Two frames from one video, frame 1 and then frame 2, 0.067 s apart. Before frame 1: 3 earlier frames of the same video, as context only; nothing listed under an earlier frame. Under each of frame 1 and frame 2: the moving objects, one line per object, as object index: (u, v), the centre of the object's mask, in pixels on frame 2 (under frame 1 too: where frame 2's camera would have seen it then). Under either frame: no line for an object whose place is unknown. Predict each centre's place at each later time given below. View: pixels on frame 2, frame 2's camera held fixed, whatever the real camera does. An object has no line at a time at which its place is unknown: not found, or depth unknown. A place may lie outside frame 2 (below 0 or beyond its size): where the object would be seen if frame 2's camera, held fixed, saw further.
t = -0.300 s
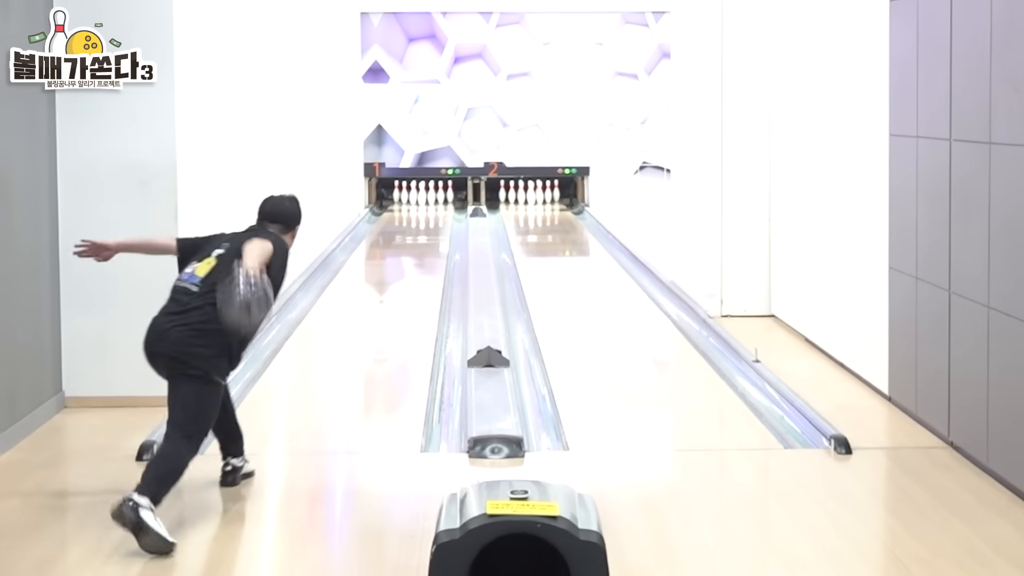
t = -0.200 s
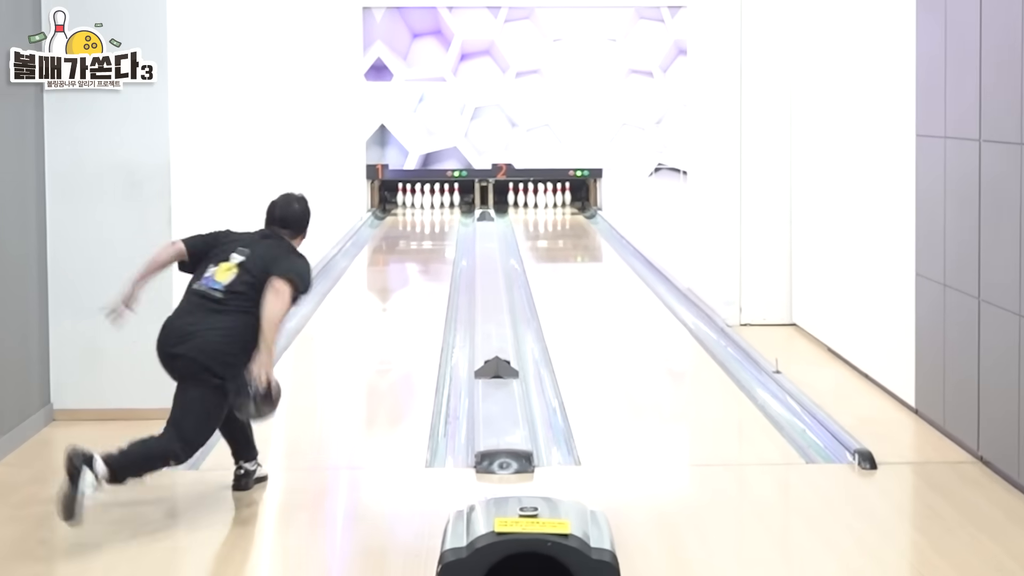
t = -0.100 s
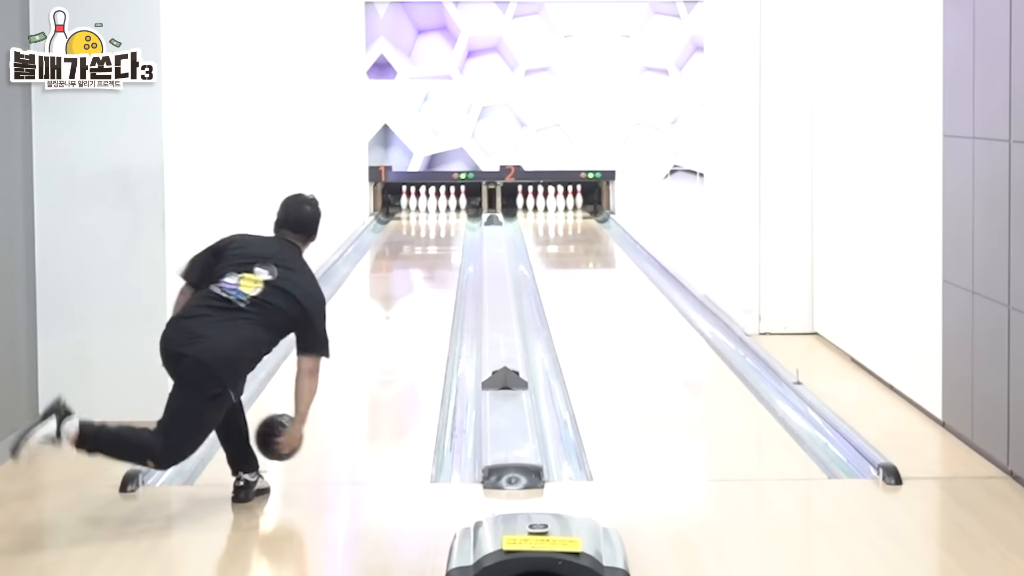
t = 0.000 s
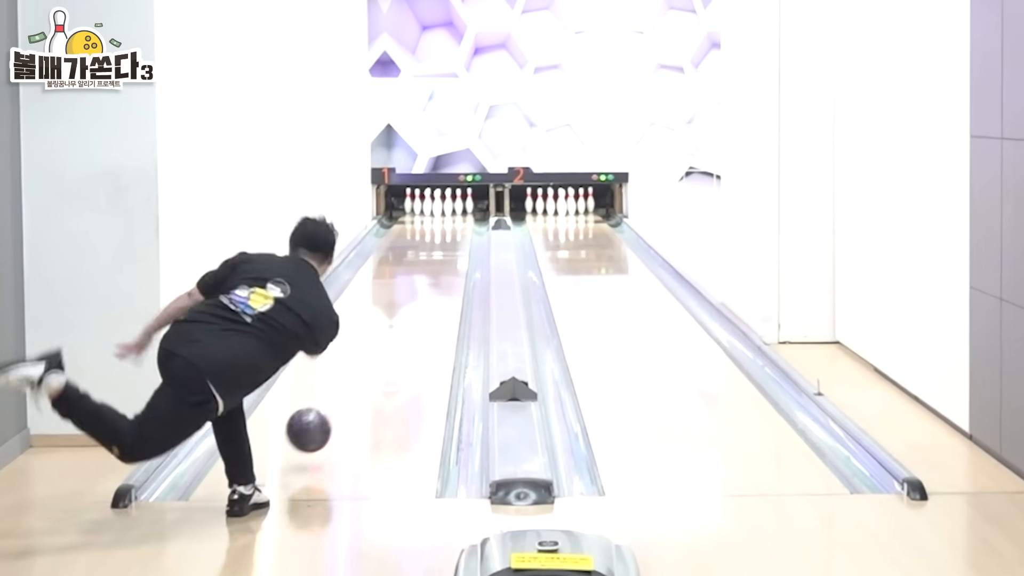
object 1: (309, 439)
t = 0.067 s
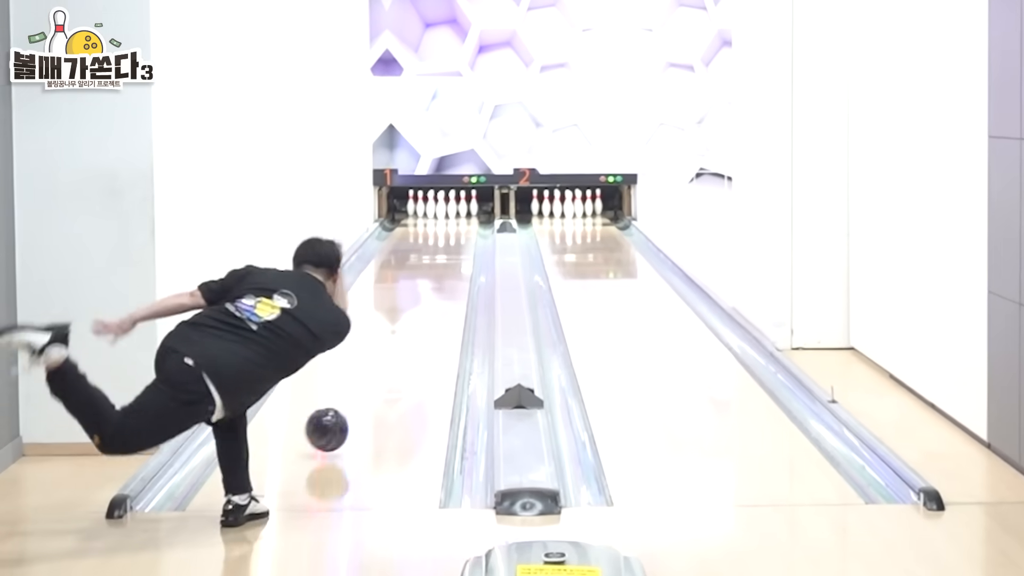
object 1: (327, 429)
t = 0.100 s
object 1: (335, 426)
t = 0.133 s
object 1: (343, 416)
